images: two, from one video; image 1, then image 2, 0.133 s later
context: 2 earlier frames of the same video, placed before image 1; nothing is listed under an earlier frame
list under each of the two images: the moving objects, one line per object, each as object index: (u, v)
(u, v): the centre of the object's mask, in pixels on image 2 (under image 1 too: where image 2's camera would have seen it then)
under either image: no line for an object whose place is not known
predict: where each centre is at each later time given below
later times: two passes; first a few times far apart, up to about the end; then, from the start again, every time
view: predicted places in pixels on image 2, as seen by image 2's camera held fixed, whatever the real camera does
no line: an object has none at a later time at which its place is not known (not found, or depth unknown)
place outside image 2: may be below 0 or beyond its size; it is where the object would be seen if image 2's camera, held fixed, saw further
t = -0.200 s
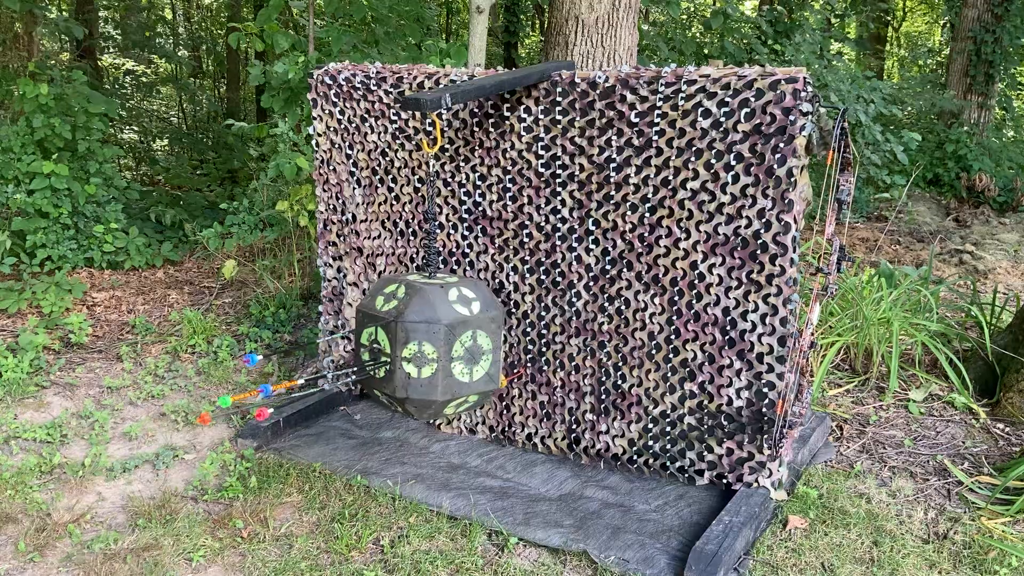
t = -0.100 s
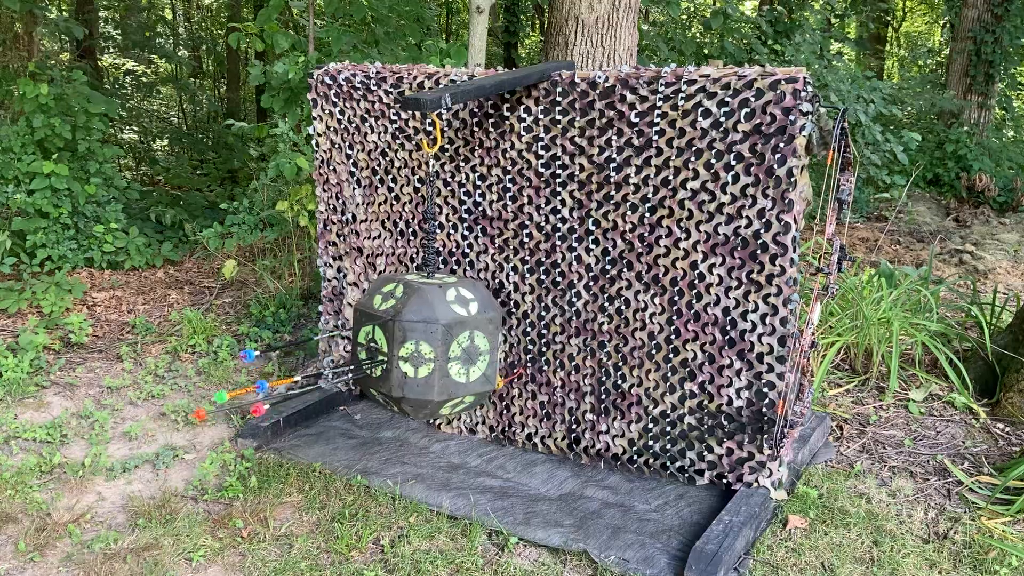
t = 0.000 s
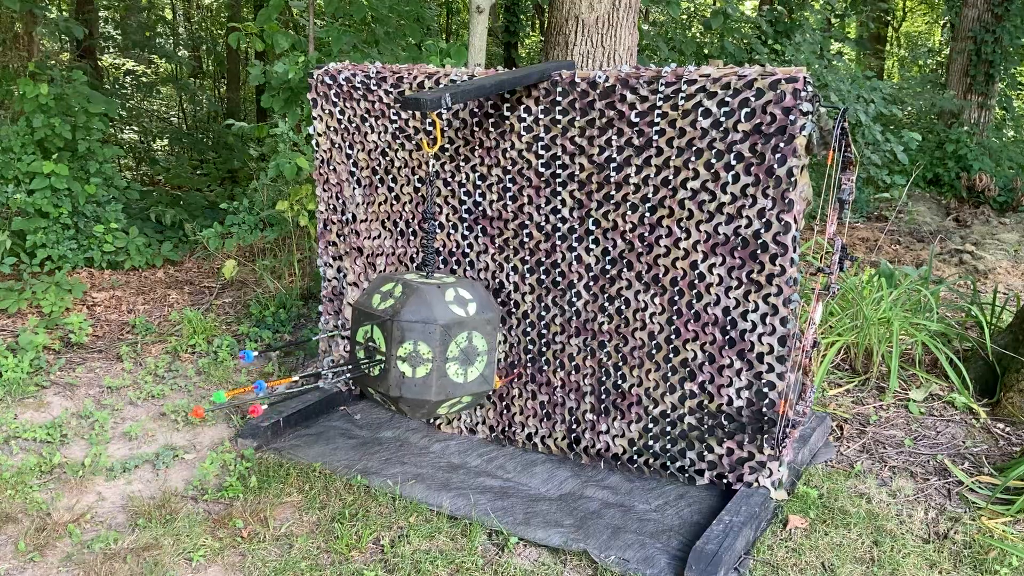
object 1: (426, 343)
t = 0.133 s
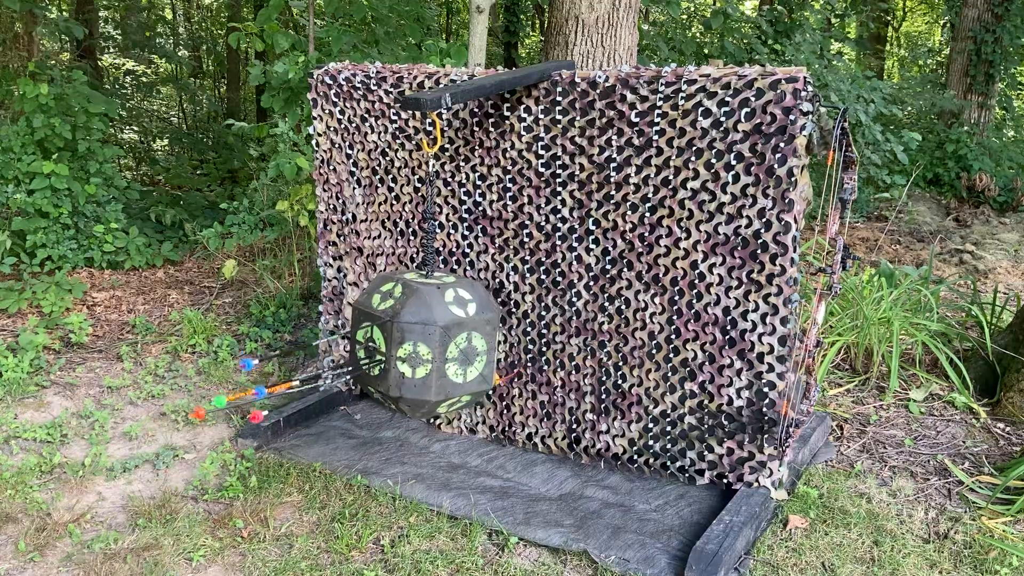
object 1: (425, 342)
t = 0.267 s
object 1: (427, 340)
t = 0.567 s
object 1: (435, 337)
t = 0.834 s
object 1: (441, 337)
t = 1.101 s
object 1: (438, 341)
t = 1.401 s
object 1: (428, 343)
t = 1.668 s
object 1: (424, 342)
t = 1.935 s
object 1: (429, 339)
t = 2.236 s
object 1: (438, 338)
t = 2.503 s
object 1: (440, 340)
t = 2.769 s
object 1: (434, 342)
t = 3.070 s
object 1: (425, 343)
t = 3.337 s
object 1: (425, 340)
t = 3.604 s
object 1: (433, 338)
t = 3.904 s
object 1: (440, 338)
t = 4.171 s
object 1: (439, 340)
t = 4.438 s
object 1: (430, 342)
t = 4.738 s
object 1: (423, 340)
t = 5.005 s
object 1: (426, 338)
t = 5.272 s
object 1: (436, 335)
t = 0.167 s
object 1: (425, 342)
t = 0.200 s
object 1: (425, 341)
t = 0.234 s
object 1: (426, 341)
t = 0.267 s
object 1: (427, 340)
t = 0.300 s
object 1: (427, 340)
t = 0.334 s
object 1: (428, 340)
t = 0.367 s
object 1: (429, 339)
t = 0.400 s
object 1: (430, 338)
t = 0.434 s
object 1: (431, 338)
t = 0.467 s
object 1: (432, 338)
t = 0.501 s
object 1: (433, 337)
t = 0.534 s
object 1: (434, 337)
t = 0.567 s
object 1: (435, 337)
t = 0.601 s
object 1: (436, 336)
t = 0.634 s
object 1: (437, 336)
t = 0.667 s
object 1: (438, 336)
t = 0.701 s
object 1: (439, 336)
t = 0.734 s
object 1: (439, 336)
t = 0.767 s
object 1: (440, 337)
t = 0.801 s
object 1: (440, 337)
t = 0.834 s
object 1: (441, 337)
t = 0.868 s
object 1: (441, 337)
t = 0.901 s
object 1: (441, 338)
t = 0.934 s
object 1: (441, 338)
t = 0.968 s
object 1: (440, 338)
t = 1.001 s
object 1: (440, 339)
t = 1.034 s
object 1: (439, 340)
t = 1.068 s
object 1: (439, 340)
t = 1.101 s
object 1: (438, 341)
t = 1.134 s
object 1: (437, 341)
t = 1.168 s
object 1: (436, 342)
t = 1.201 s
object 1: (435, 342)
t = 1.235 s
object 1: (434, 342)
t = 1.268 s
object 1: (433, 343)
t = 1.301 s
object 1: (432, 343)
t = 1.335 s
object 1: (430, 343)
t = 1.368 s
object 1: (430, 343)
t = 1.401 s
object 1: (428, 343)
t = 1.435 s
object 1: (427, 343)
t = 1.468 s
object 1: (427, 343)
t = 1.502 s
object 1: (426, 343)
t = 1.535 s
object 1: (425, 343)
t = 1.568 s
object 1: (425, 343)
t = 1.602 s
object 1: (425, 342)
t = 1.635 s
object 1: (424, 342)
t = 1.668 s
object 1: (424, 342)
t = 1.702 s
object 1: (424, 342)
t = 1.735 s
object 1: (425, 341)
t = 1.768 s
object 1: (425, 341)
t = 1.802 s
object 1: (426, 341)
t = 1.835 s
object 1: (427, 341)
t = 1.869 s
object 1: (428, 340)
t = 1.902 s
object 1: (428, 340)
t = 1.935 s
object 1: (429, 339)
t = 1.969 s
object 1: (430, 339)
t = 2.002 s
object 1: (431, 339)
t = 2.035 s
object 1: (433, 338)
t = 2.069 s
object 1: (434, 338)
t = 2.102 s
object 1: (435, 338)
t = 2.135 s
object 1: (436, 338)
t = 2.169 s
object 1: (437, 337)
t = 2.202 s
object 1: (437, 338)
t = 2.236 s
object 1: (438, 338)
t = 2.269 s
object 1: (439, 338)
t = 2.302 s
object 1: (439, 338)
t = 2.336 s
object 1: (440, 338)
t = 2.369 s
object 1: (440, 338)
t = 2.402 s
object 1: (440, 339)
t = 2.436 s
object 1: (440, 339)
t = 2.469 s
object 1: (440, 339)
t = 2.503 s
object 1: (440, 340)
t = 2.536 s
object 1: (440, 340)
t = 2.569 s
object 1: (439, 341)
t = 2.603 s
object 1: (439, 341)
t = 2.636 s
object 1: (438, 342)
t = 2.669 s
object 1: (437, 342)
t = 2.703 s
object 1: (436, 342)
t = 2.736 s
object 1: (436, 342)
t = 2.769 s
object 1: (434, 342)
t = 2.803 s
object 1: (433, 343)
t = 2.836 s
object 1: (432, 343)
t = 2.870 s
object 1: (431, 343)
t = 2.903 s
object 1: (429, 343)
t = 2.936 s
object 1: (428, 343)
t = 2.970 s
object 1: (427, 343)
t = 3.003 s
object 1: (426, 343)
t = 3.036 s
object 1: (425, 343)
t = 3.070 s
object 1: (425, 343)
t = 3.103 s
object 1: (424, 343)
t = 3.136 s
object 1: (424, 342)
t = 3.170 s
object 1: (424, 342)
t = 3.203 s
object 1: (424, 342)
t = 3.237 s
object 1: (424, 342)
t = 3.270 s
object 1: (424, 341)
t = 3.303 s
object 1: (425, 341)
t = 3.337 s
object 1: (425, 340)
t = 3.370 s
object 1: (426, 340)
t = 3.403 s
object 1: (427, 340)
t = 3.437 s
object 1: (428, 339)
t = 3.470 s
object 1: (429, 339)
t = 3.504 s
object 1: (430, 339)
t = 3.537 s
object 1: (431, 339)
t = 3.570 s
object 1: (432, 338)
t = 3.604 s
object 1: (433, 338)
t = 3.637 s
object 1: (434, 338)
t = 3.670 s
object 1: (435, 338)
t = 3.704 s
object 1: (436, 337)
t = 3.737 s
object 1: (437, 337)
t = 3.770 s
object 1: (438, 337)
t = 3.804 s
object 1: (439, 337)
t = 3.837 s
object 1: (440, 338)
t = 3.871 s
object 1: (440, 338)
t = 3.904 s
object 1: (440, 338)
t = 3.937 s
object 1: (440, 338)
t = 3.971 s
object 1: (440, 338)
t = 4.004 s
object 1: (443, 339)
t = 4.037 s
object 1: (440, 341)
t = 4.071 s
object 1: (440, 341)
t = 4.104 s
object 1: (439, 340)
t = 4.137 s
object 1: (439, 340)
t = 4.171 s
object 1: (439, 340)
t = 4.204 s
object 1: (438, 341)
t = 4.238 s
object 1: (437, 342)
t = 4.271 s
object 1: (437, 341)
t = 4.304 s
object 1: (436, 341)
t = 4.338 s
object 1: (434, 342)
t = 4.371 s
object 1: (432, 342)
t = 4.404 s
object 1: (431, 342)
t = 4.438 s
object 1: (430, 342)
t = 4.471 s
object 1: (429, 342)
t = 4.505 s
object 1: (428, 342)
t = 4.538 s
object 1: (427, 342)
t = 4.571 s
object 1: (426, 342)
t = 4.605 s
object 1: (425, 341)
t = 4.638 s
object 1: (427, 341)
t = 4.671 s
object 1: (423, 341)
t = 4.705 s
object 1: (424, 340)
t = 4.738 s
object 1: (423, 340)
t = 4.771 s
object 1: (424, 340)
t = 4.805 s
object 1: (425, 338)
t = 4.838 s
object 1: (424, 339)
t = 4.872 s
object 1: (424, 339)
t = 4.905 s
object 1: (425, 339)
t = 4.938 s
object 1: (425, 339)
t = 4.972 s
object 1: (426, 339)
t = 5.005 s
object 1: (426, 338)
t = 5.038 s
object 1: (428, 337)
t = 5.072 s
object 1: (429, 337)
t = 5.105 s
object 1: (431, 336)
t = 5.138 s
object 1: (433, 335)
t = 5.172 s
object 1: (433, 335)
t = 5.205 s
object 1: (434, 335)
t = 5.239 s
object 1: (435, 335)
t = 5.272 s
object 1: (436, 335)
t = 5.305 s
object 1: (437, 335)
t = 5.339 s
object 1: (438, 334)
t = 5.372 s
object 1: (439, 334)
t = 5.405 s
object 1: (439, 334)
